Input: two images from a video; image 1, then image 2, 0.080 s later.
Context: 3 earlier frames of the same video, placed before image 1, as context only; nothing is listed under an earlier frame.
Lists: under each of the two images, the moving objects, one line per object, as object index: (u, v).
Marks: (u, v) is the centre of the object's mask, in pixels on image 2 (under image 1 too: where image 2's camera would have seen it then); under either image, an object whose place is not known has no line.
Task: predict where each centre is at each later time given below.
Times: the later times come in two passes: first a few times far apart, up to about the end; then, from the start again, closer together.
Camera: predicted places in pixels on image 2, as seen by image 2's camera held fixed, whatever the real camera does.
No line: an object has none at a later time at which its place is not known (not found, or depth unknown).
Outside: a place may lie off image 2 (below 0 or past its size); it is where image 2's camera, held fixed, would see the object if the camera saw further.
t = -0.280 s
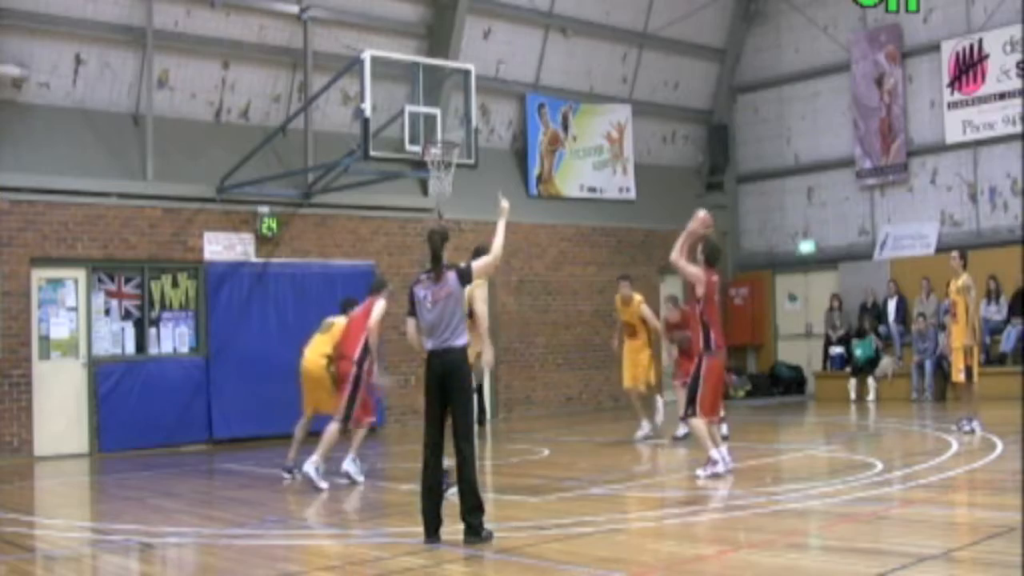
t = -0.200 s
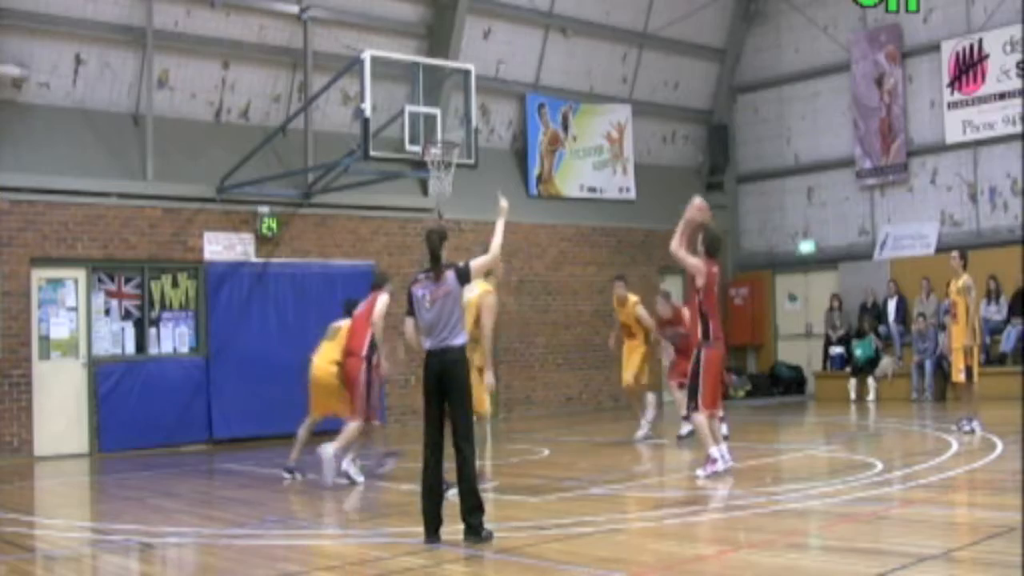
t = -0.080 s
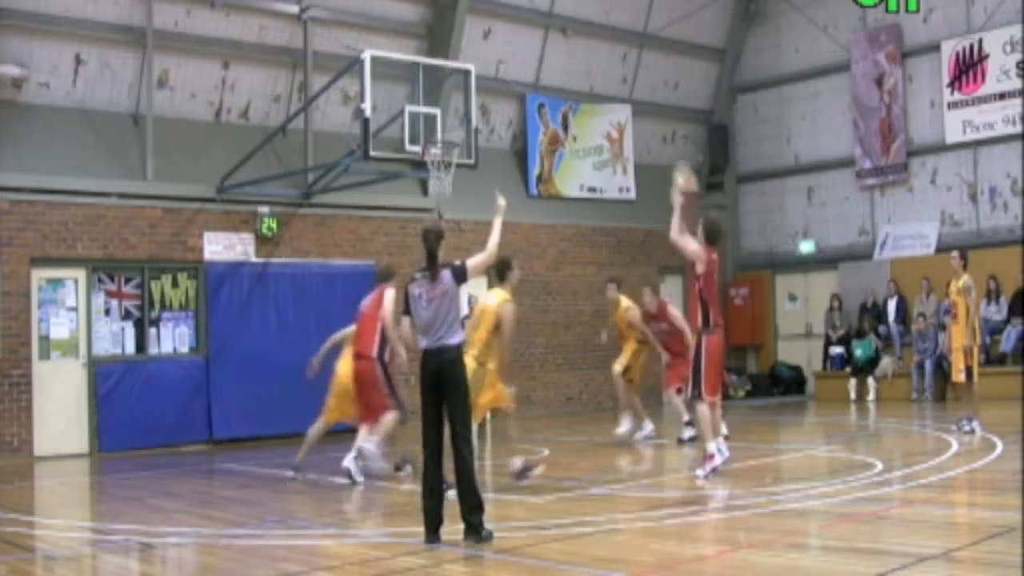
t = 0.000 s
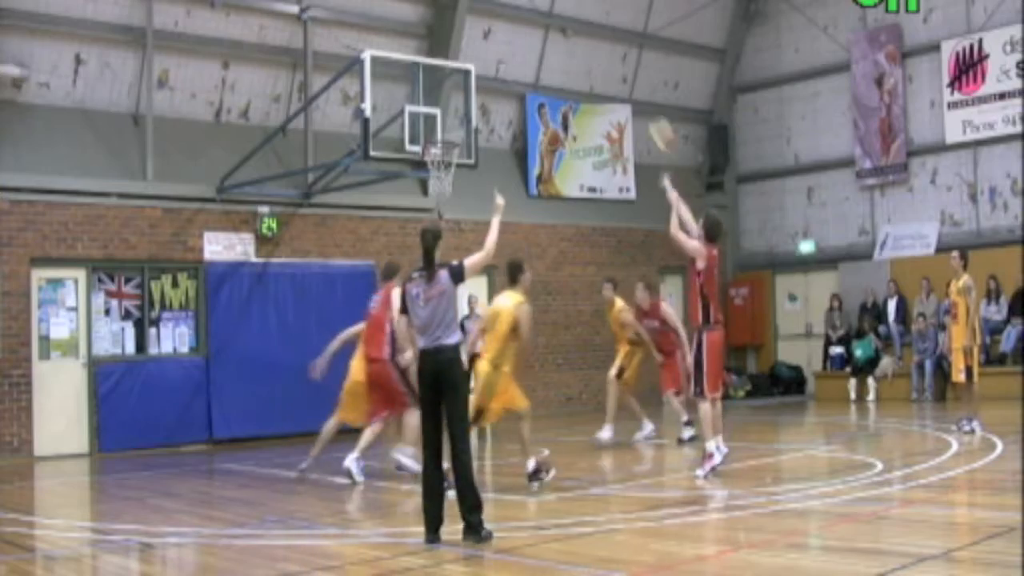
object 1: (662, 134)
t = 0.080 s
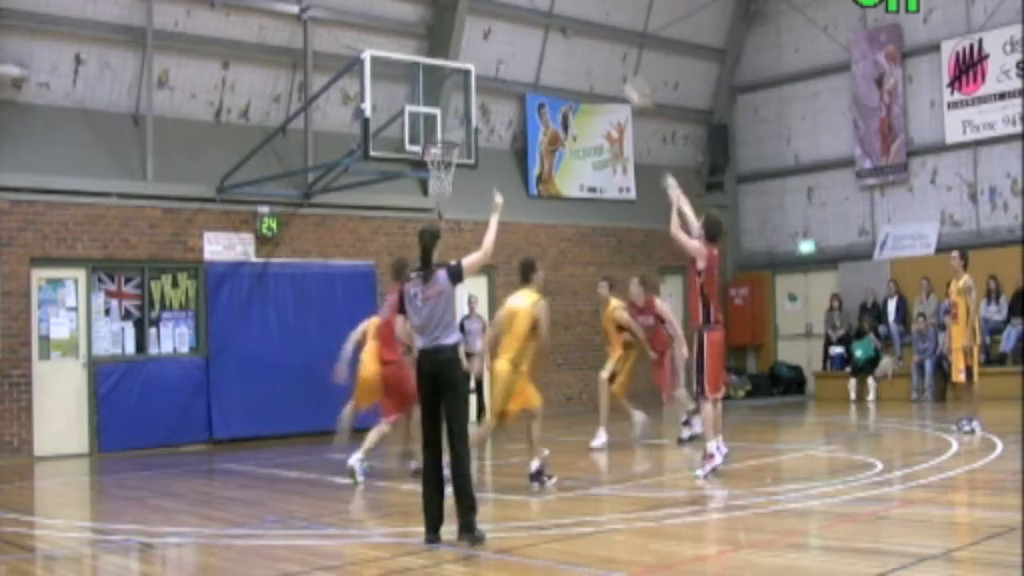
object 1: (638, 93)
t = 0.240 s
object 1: (593, 40)
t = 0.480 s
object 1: (530, 14)
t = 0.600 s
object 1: (505, 26)
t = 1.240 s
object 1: (448, 151)
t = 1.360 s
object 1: (444, 163)
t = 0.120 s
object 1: (626, 76)
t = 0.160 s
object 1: (616, 64)
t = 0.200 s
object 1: (604, 49)
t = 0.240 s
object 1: (593, 40)
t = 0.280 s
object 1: (582, 32)
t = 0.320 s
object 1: (572, 24)
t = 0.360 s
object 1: (562, 21)
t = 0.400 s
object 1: (550, 17)
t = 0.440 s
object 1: (540, 15)
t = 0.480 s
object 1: (530, 14)
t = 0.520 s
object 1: (523, 18)
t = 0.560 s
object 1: (514, 21)
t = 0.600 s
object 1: (505, 26)
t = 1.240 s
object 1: (448, 151)
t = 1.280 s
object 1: (444, 156)
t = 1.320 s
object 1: (446, 160)
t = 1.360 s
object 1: (444, 163)
